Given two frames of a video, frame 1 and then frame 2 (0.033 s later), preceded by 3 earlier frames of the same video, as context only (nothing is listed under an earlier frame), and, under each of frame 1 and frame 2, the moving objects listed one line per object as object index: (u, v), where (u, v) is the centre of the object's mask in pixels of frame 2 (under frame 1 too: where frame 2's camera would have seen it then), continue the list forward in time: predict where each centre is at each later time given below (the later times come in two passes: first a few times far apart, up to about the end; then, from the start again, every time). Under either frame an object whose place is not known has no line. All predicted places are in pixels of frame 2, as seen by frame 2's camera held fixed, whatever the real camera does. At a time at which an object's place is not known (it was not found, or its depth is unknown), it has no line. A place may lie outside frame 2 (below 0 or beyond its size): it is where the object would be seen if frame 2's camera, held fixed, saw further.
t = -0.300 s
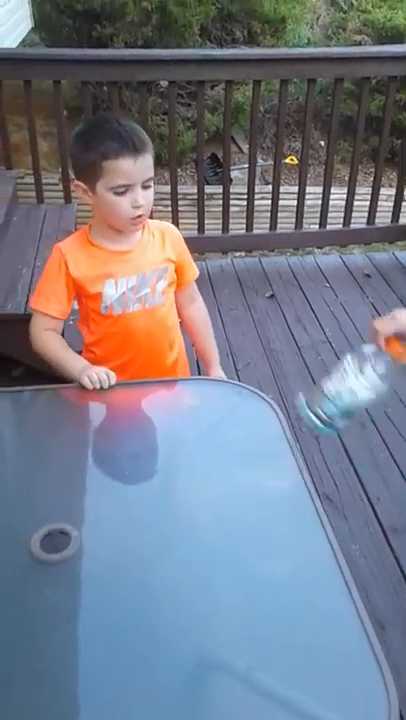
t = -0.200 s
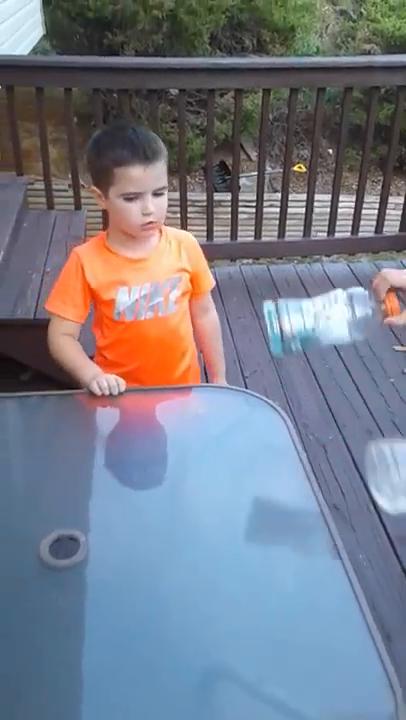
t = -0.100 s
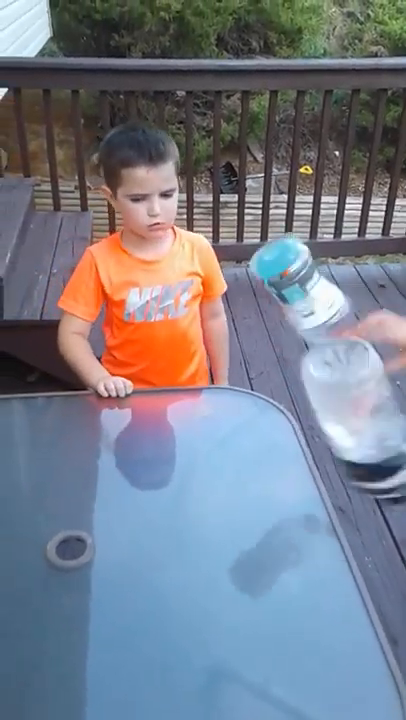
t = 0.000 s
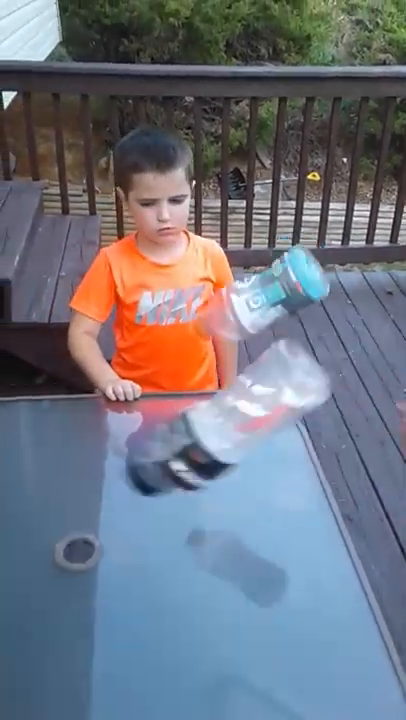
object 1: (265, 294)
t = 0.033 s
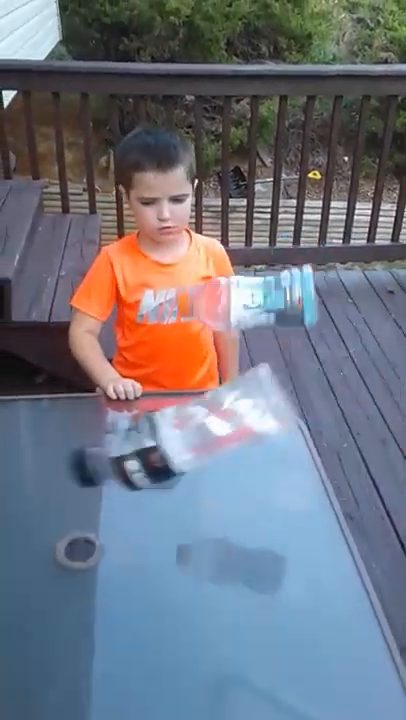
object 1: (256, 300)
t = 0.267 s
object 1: (269, 407)
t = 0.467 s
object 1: (306, 402)
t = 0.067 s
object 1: (254, 311)
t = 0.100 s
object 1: (252, 332)
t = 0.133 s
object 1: (250, 360)
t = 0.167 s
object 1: (249, 398)
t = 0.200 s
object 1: (253, 410)
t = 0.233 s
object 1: (263, 409)
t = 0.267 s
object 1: (269, 407)
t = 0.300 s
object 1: (275, 406)
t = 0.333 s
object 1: (284, 405)
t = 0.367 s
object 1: (289, 404)
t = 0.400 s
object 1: (294, 405)
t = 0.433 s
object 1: (299, 403)
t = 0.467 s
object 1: (306, 402)
